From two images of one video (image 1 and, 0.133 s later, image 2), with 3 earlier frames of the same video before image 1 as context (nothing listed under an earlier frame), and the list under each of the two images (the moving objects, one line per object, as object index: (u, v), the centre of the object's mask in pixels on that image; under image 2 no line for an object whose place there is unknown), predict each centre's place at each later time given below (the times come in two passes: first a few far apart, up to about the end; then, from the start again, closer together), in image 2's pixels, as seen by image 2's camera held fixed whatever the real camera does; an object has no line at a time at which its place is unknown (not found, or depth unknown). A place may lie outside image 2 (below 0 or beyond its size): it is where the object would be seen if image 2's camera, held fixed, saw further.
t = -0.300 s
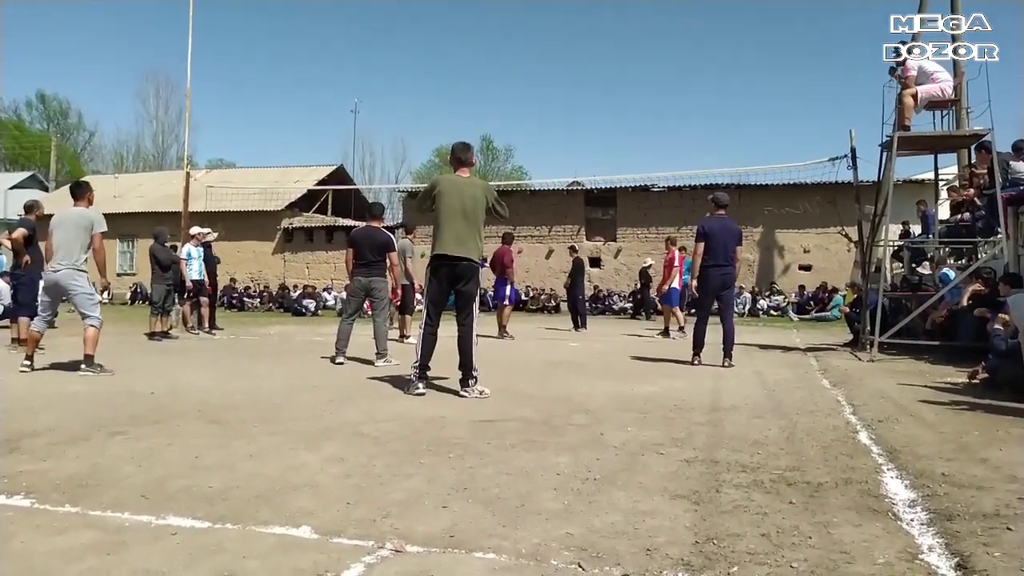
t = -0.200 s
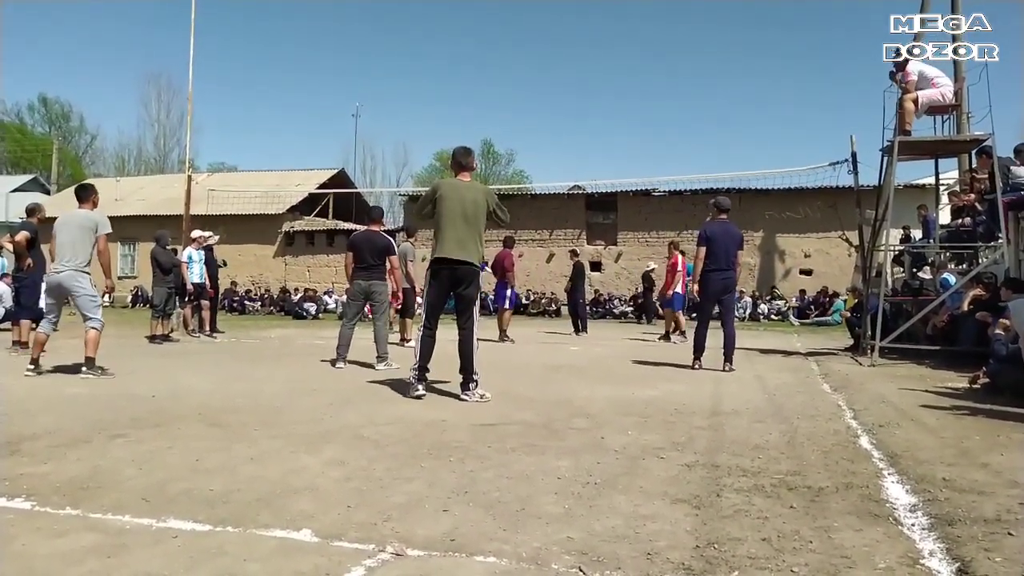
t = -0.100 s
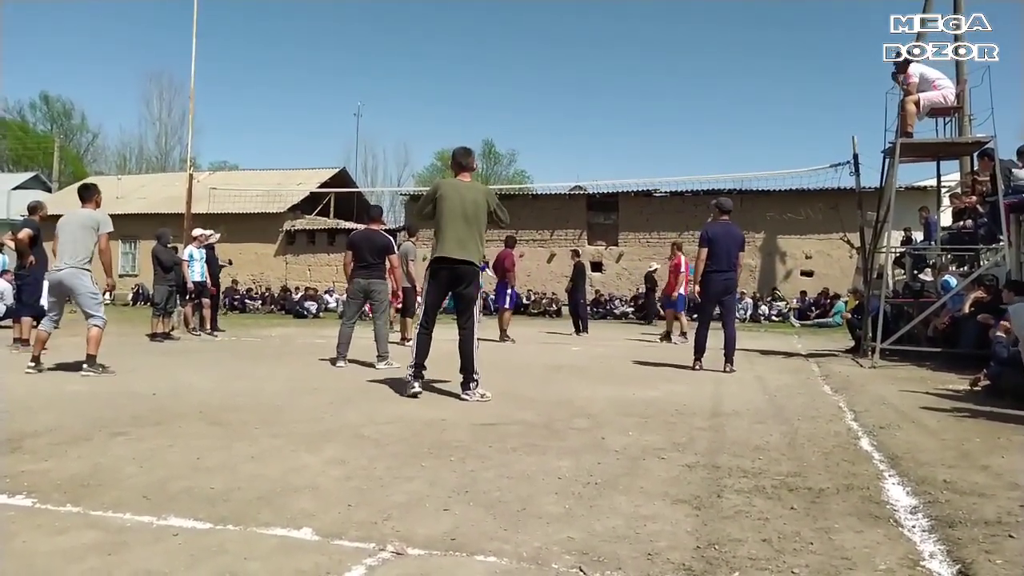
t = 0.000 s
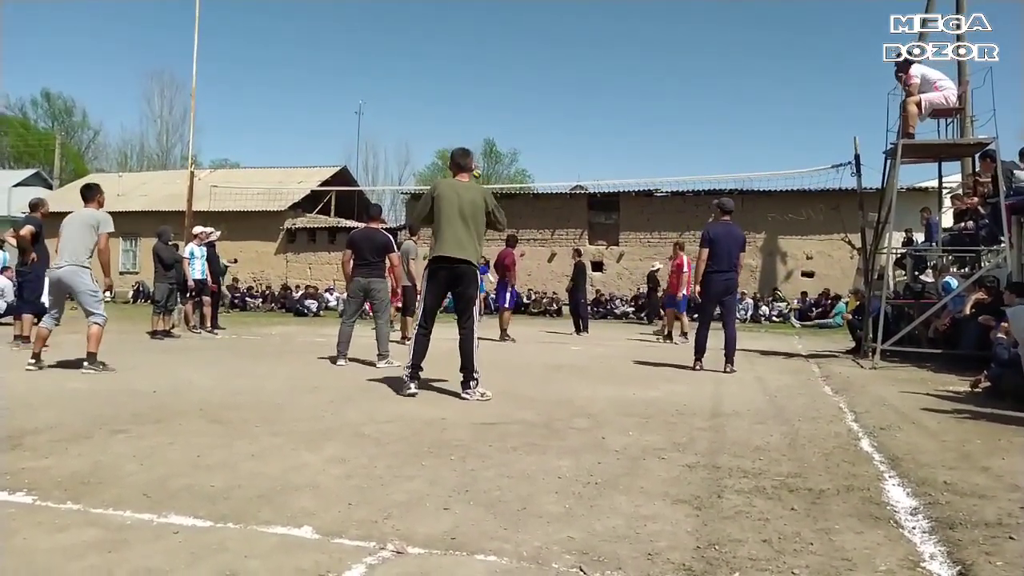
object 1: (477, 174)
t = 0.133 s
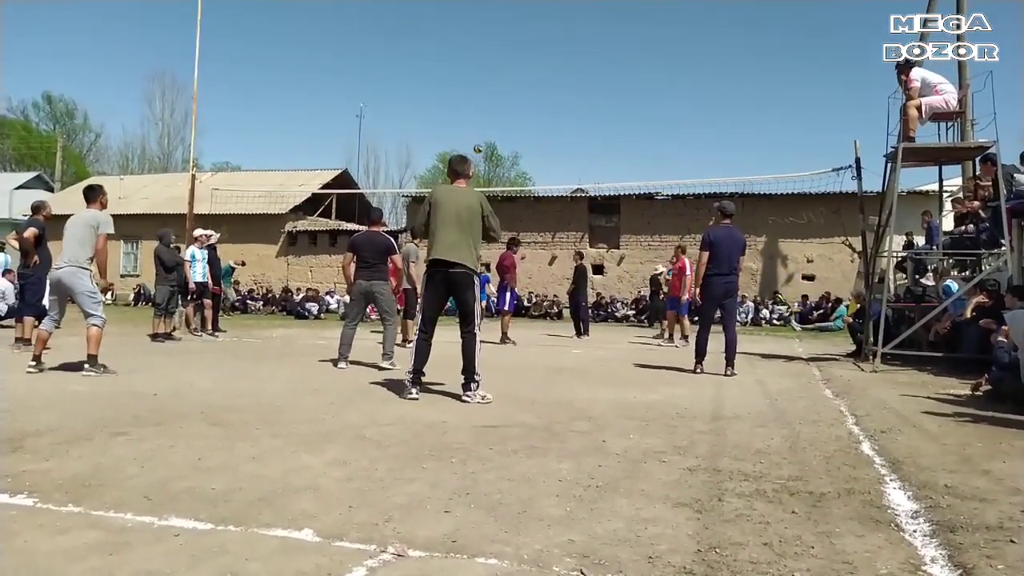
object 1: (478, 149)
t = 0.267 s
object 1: (477, 123)
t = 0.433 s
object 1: (477, 99)
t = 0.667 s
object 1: (472, 84)
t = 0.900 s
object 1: (461, 105)
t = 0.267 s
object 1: (477, 123)
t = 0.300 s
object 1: (477, 117)
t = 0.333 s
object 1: (477, 112)
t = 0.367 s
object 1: (477, 108)
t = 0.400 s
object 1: (477, 103)
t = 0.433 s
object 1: (477, 99)
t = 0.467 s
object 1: (476, 95)
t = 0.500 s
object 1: (476, 92)
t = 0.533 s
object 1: (475, 89)
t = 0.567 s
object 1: (474, 88)
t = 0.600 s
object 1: (474, 85)
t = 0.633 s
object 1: (473, 84)
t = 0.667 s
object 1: (472, 84)
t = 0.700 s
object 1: (471, 84)
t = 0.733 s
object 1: (470, 85)
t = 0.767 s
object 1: (468, 88)
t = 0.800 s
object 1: (467, 91)
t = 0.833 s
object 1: (465, 94)
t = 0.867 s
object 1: (463, 99)
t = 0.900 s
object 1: (461, 105)
